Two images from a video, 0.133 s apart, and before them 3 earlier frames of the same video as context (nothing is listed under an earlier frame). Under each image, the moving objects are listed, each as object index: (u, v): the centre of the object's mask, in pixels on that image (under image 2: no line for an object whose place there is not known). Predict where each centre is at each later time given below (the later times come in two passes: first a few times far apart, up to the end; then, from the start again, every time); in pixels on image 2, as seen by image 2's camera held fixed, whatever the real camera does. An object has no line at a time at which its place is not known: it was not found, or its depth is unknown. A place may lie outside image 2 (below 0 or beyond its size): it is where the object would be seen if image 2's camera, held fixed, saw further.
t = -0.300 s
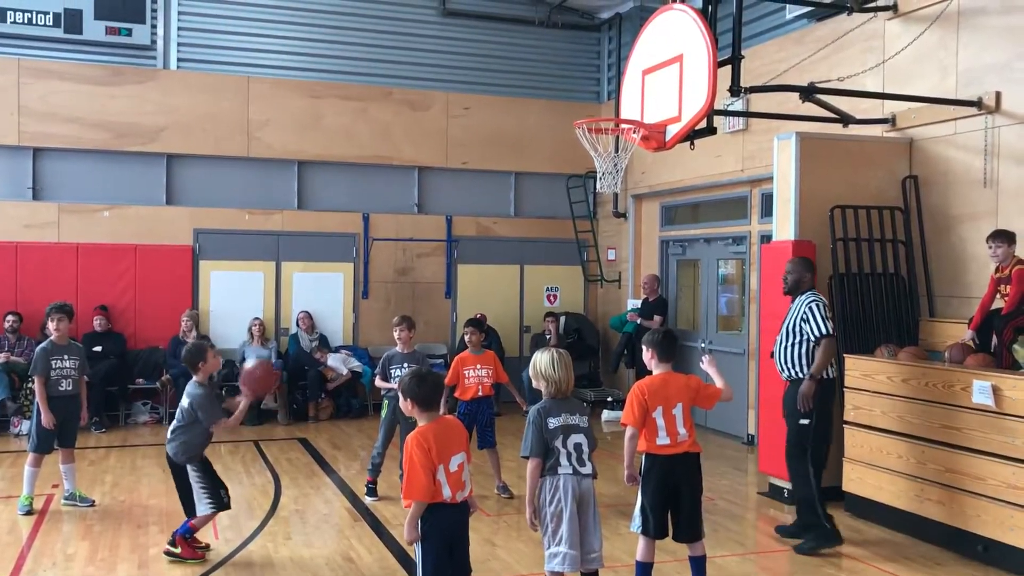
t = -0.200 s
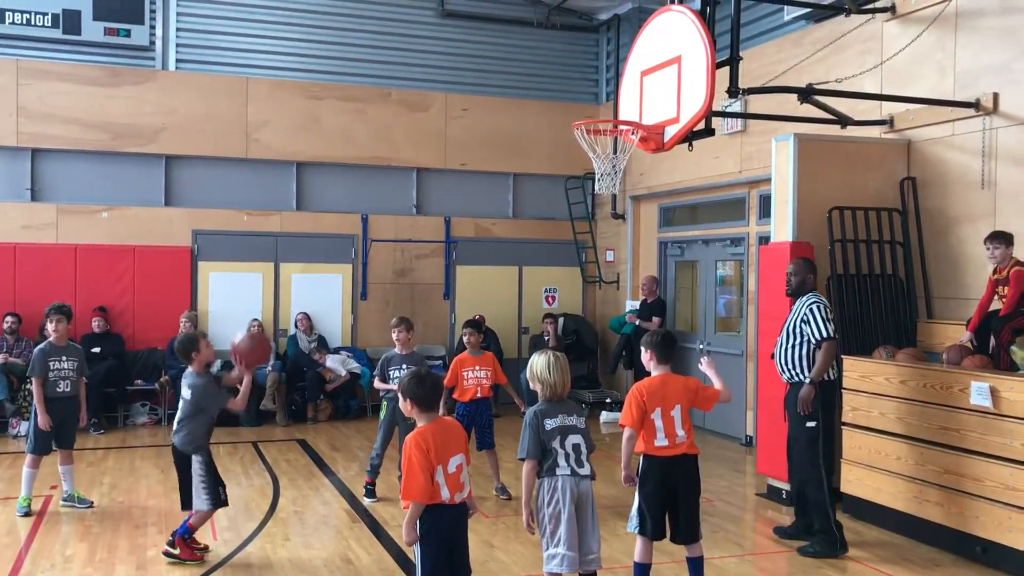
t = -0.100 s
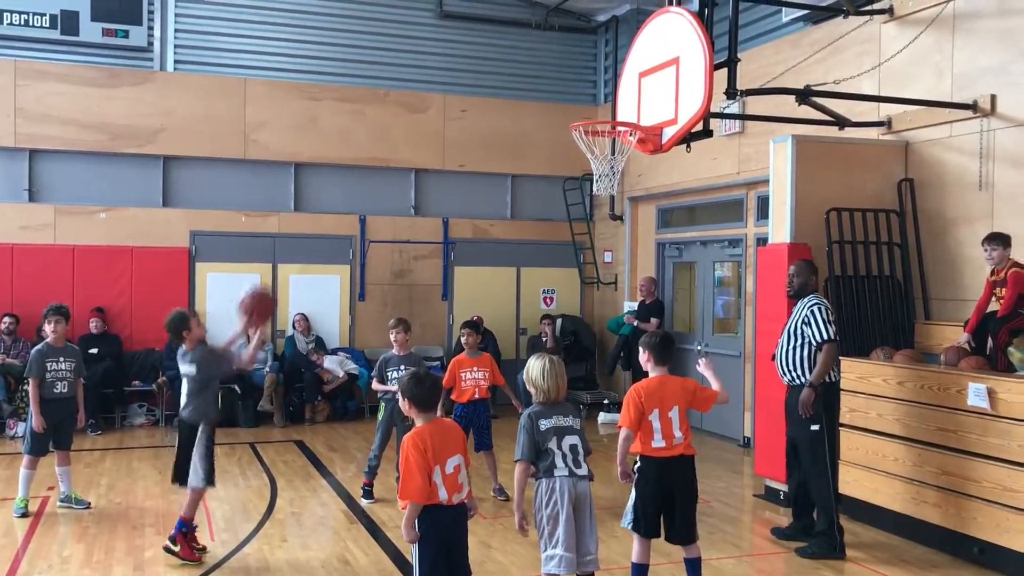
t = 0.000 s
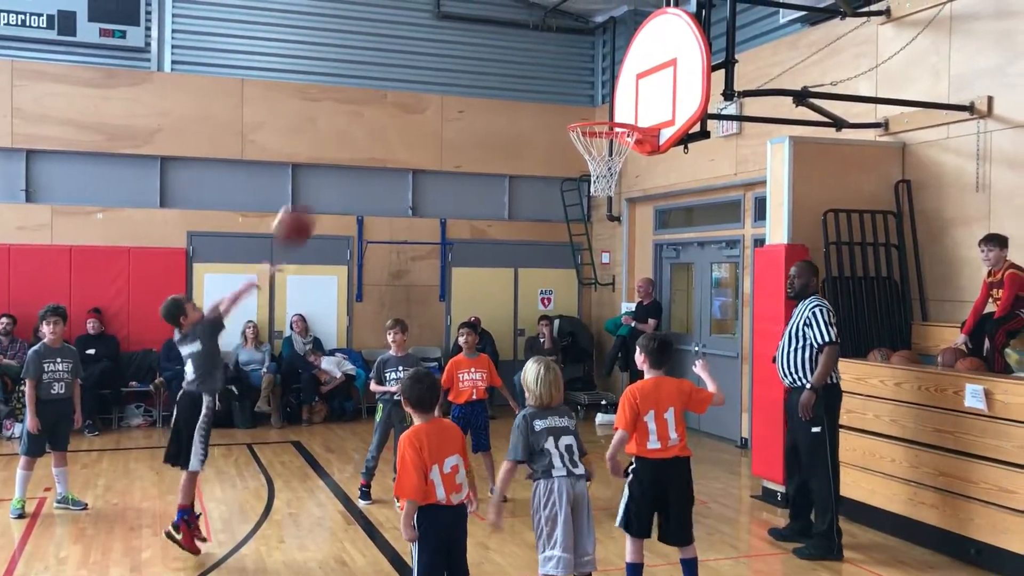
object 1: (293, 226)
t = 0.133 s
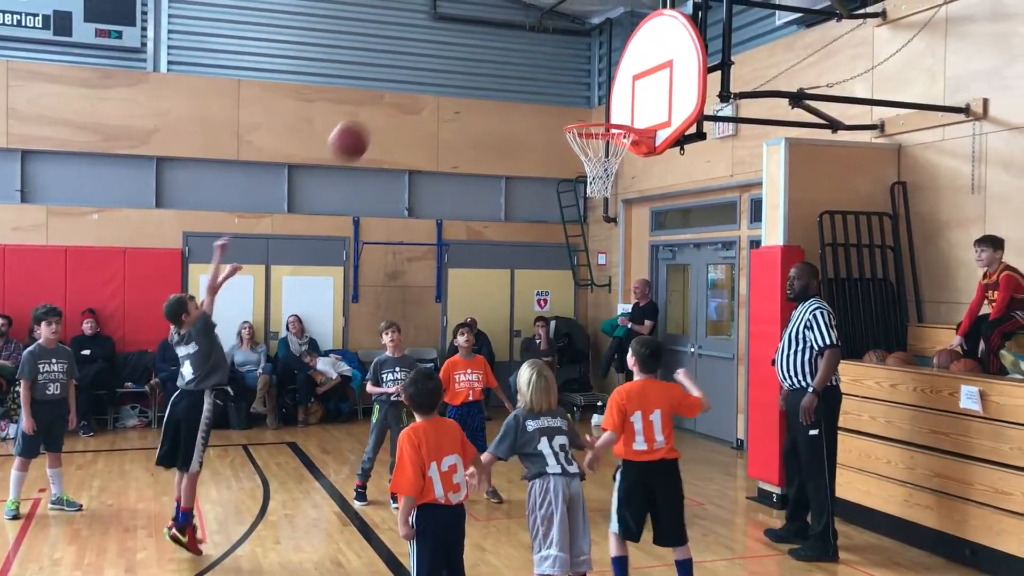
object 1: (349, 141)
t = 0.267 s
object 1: (404, 87)
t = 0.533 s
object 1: (506, 62)
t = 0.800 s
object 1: (597, 141)
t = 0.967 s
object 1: (626, 179)
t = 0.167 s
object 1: (363, 124)
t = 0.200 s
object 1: (377, 111)
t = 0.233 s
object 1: (391, 98)
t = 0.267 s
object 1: (404, 87)
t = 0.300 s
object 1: (417, 78)
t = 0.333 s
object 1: (430, 71)
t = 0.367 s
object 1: (444, 65)
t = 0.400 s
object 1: (456, 61)
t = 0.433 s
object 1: (469, 59)
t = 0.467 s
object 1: (481, 59)
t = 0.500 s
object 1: (494, 59)
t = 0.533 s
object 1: (506, 62)
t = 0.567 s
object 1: (517, 66)
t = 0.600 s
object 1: (529, 72)
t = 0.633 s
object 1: (540, 81)
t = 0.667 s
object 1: (552, 89)
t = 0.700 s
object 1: (564, 100)
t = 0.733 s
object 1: (575, 110)
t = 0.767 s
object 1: (587, 124)
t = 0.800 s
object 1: (597, 141)
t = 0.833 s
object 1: (608, 154)
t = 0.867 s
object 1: (616, 163)
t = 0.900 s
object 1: (620, 168)
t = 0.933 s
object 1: (623, 172)
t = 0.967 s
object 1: (626, 179)
